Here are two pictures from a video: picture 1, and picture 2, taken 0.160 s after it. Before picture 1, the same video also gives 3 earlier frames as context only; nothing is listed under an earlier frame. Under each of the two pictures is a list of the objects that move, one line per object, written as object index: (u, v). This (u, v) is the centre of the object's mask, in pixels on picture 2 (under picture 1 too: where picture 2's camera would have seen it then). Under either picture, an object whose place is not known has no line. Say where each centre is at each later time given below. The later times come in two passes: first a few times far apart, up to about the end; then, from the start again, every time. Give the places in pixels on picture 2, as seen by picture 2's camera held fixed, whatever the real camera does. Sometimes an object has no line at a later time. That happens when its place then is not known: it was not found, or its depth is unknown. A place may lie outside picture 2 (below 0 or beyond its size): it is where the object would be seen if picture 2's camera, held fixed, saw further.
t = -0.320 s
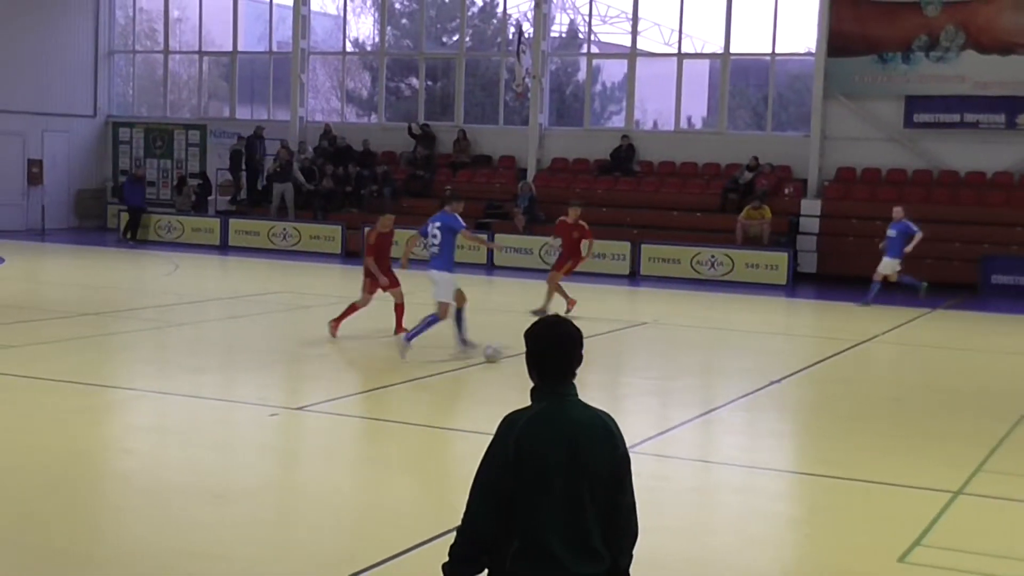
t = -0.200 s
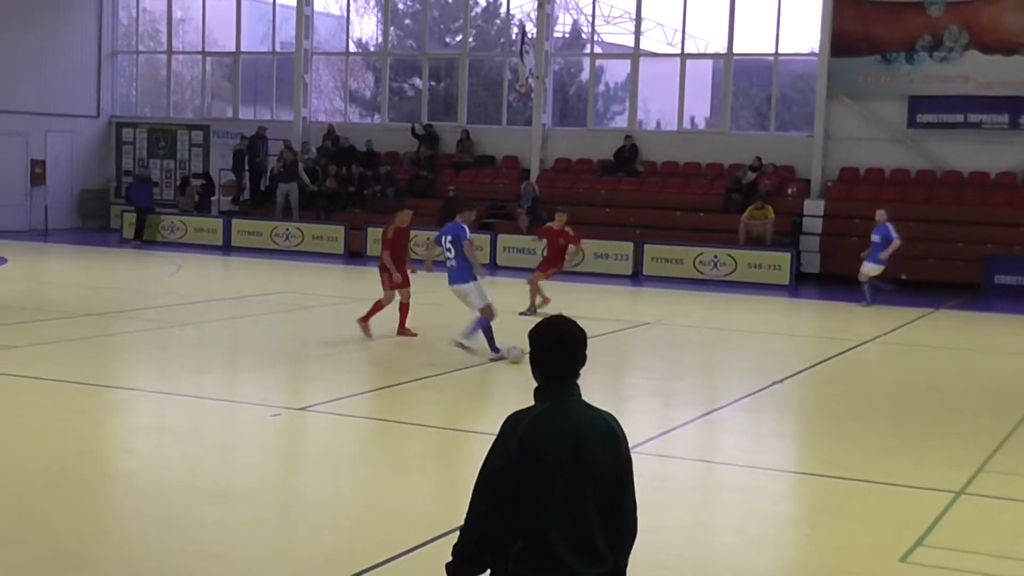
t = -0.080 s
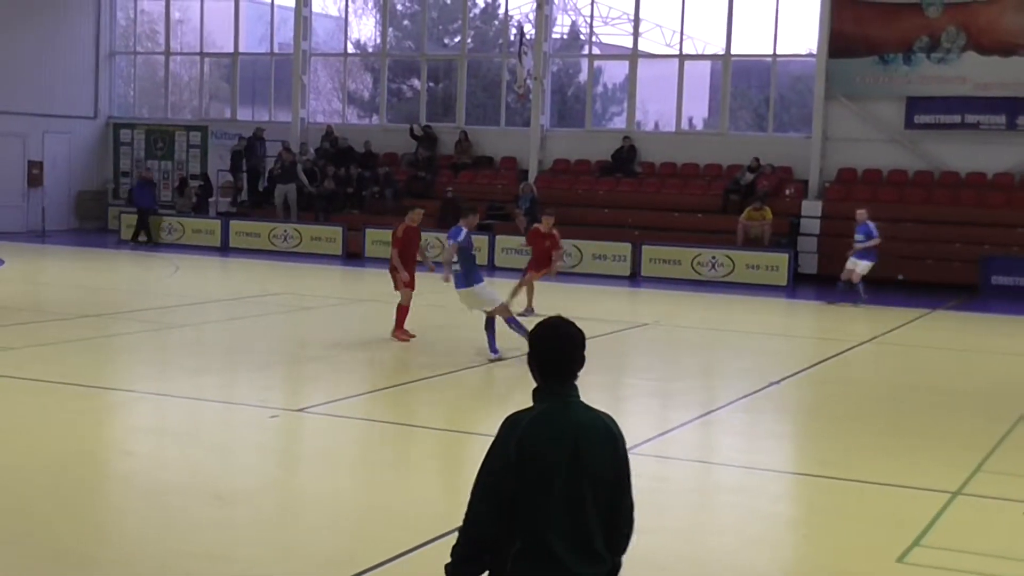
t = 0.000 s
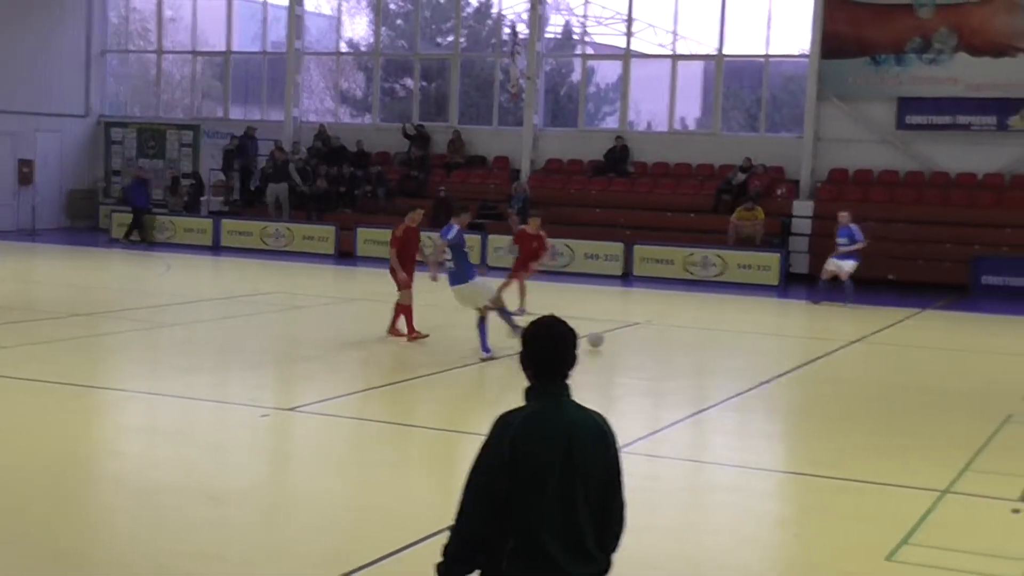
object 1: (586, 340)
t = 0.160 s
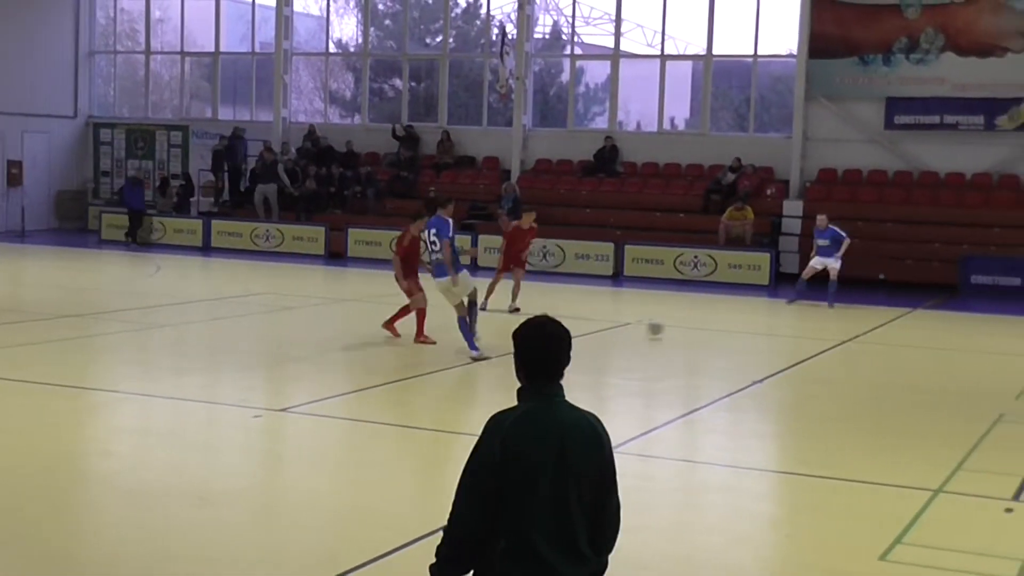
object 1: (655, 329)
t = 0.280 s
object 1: (694, 322)
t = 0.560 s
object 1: (762, 309)
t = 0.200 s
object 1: (669, 329)
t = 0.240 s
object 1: (682, 327)
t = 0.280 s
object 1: (694, 322)
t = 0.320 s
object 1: (705, 319)
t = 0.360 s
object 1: (716, 318)
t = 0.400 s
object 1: (726, 319)
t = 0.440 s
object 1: (736, 319)
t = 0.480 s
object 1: (745, 316)
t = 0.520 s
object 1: (754, 311)
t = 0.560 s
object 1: (762, 309)
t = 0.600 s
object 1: (770, 308)
